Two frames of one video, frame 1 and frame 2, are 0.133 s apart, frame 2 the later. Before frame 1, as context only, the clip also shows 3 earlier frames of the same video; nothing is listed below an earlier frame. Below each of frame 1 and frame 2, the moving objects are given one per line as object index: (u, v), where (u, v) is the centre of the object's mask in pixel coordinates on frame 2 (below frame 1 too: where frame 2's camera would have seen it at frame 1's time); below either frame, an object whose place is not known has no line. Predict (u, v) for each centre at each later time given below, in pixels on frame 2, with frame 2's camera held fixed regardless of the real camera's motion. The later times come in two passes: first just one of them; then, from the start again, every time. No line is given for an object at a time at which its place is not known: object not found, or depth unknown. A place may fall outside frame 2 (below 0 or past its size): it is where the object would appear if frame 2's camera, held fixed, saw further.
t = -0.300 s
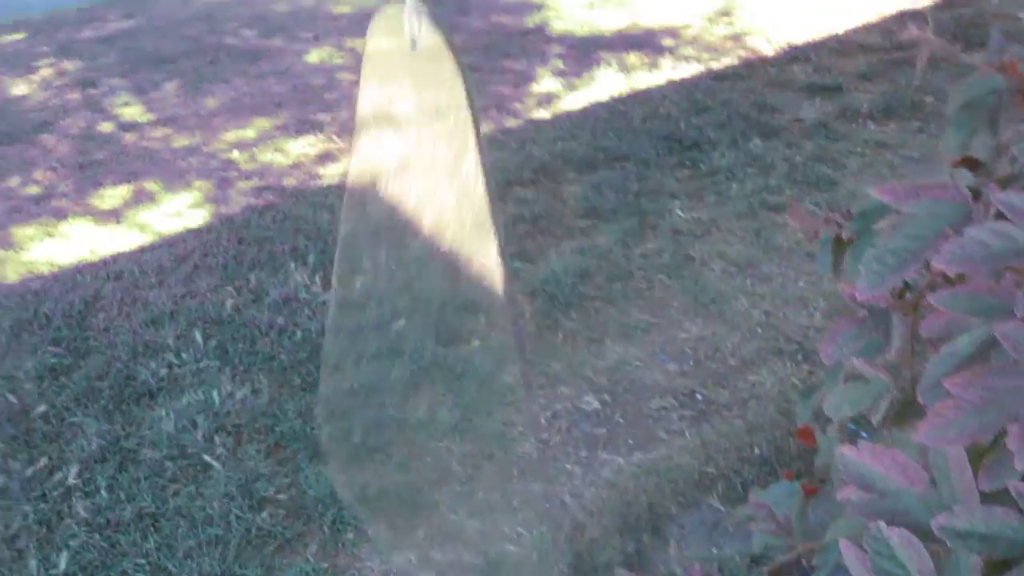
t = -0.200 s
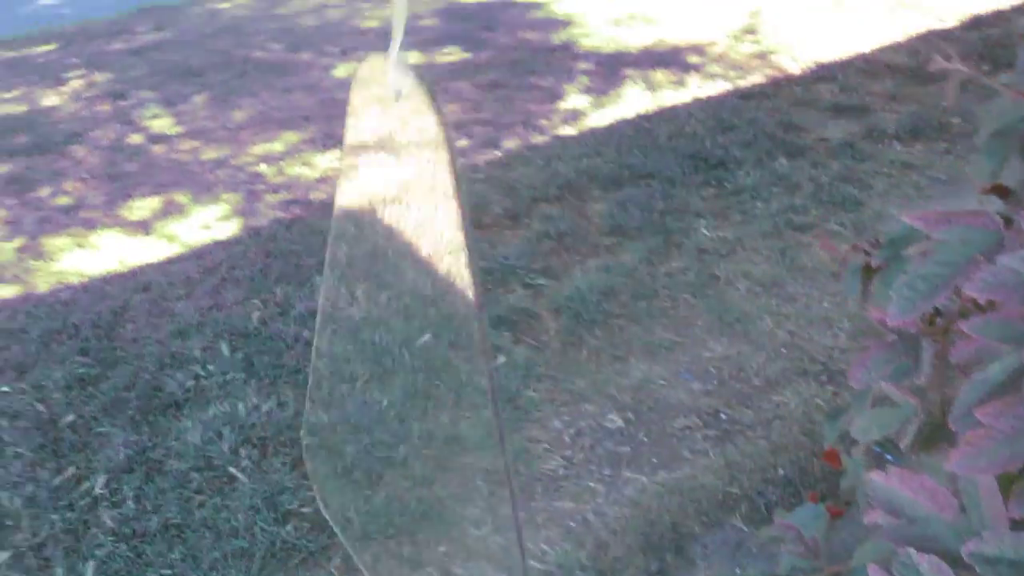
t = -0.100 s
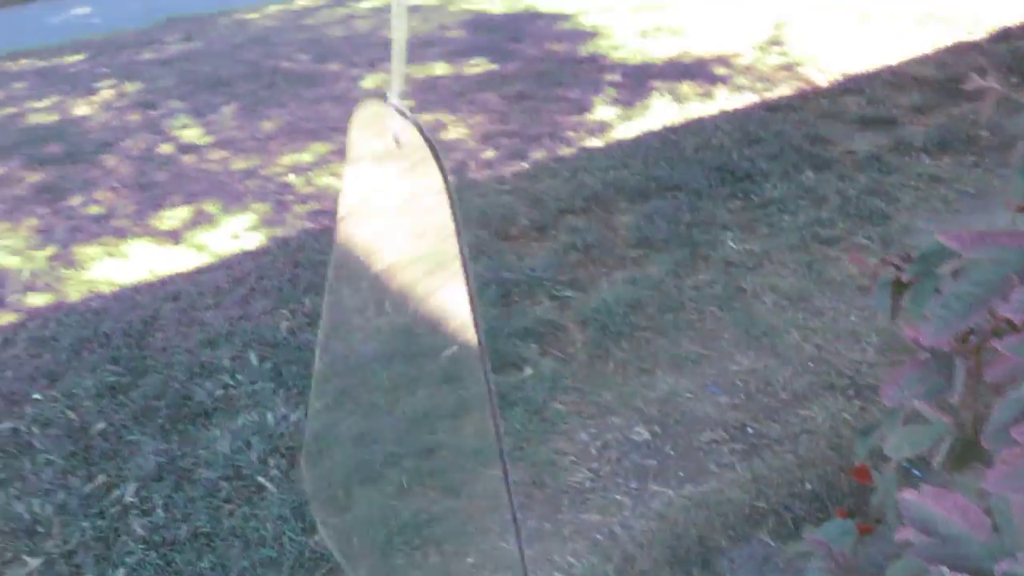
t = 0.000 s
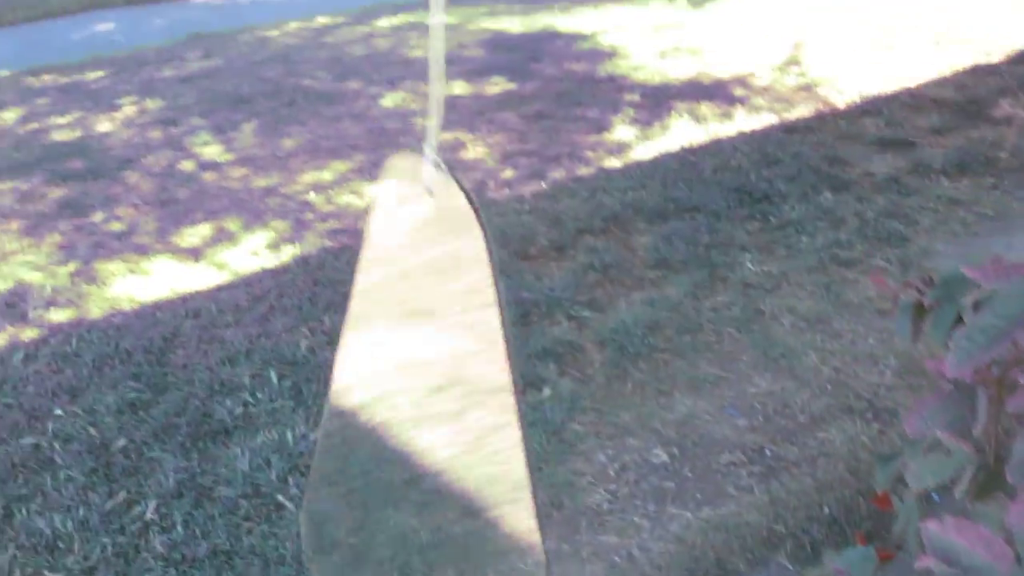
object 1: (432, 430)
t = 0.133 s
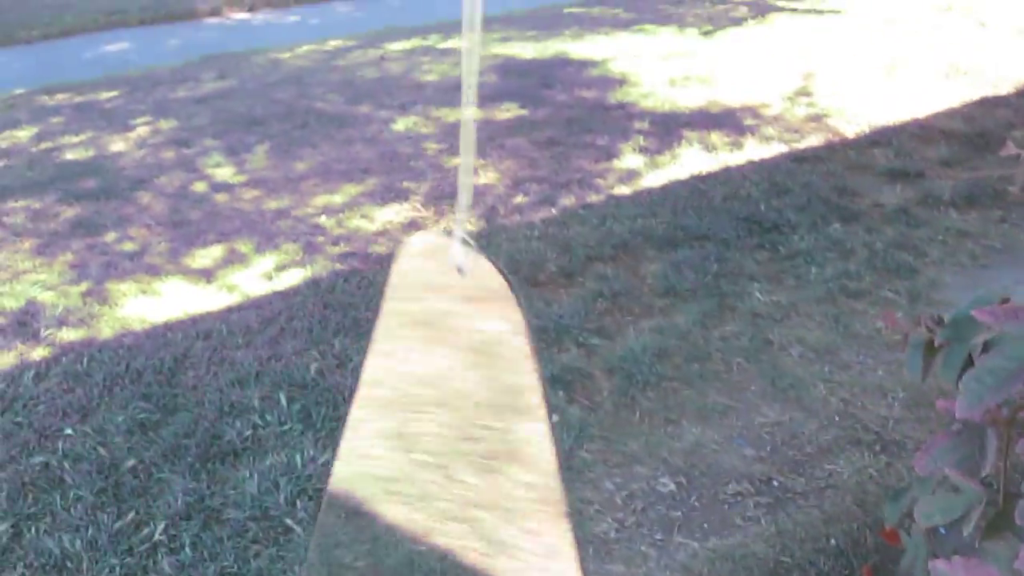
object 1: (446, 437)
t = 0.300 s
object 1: (498, 447)
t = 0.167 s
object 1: (455, 437)
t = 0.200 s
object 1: (465, 438)
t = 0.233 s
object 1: (476, 443)
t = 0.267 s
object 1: (489, 443)
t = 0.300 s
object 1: (498, 447)
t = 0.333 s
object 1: (507, 452)
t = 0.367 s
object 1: (516, 456)
